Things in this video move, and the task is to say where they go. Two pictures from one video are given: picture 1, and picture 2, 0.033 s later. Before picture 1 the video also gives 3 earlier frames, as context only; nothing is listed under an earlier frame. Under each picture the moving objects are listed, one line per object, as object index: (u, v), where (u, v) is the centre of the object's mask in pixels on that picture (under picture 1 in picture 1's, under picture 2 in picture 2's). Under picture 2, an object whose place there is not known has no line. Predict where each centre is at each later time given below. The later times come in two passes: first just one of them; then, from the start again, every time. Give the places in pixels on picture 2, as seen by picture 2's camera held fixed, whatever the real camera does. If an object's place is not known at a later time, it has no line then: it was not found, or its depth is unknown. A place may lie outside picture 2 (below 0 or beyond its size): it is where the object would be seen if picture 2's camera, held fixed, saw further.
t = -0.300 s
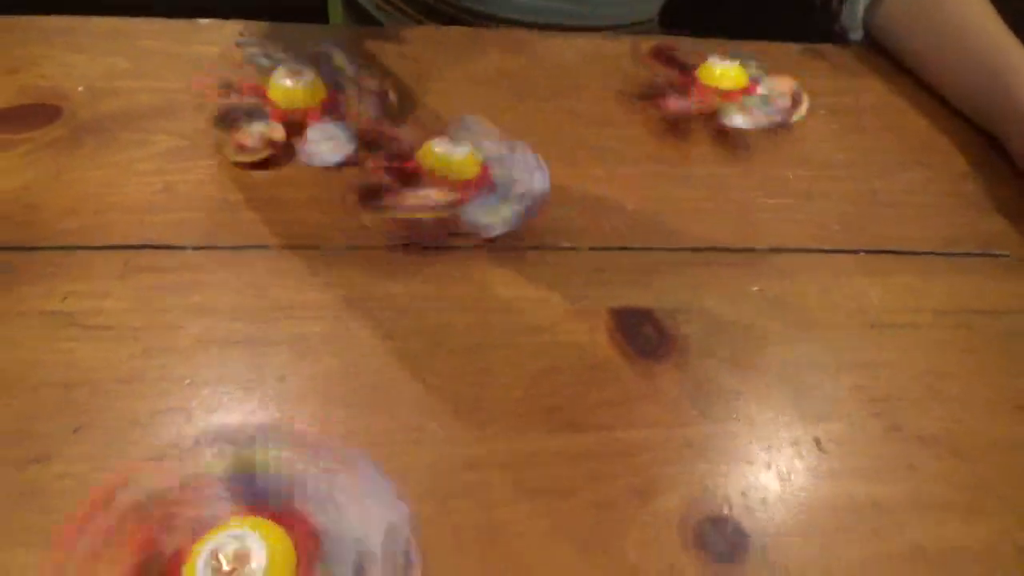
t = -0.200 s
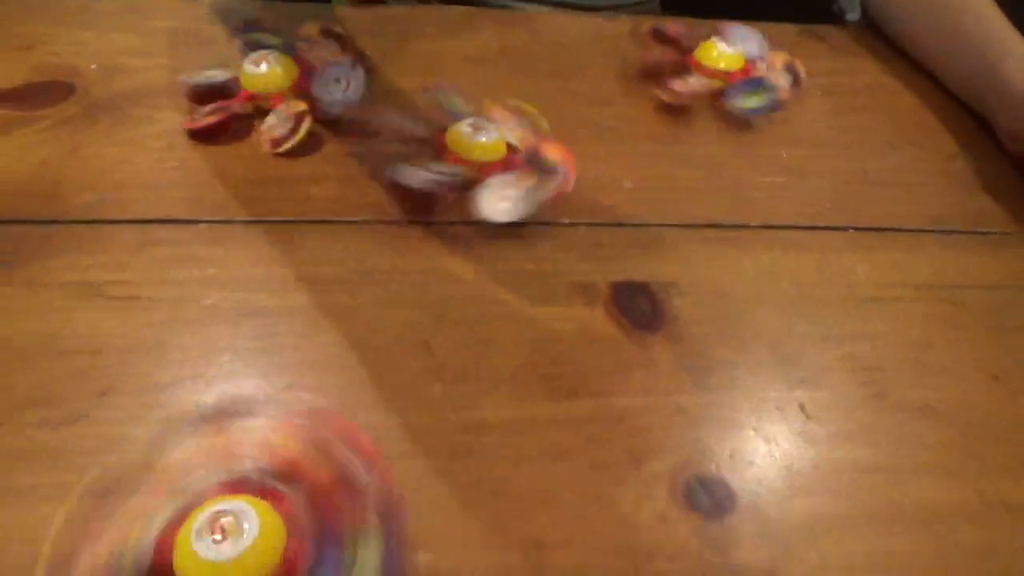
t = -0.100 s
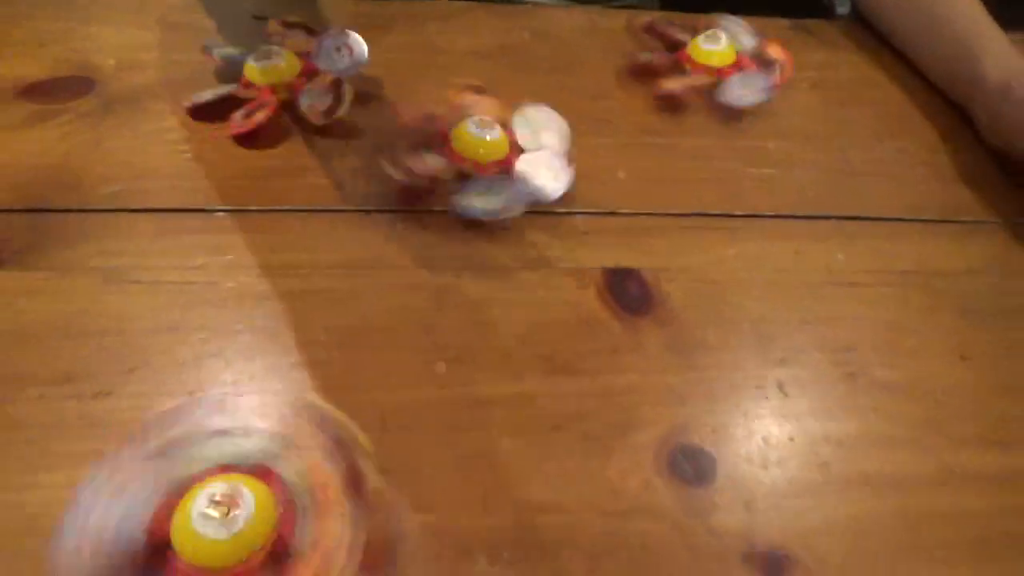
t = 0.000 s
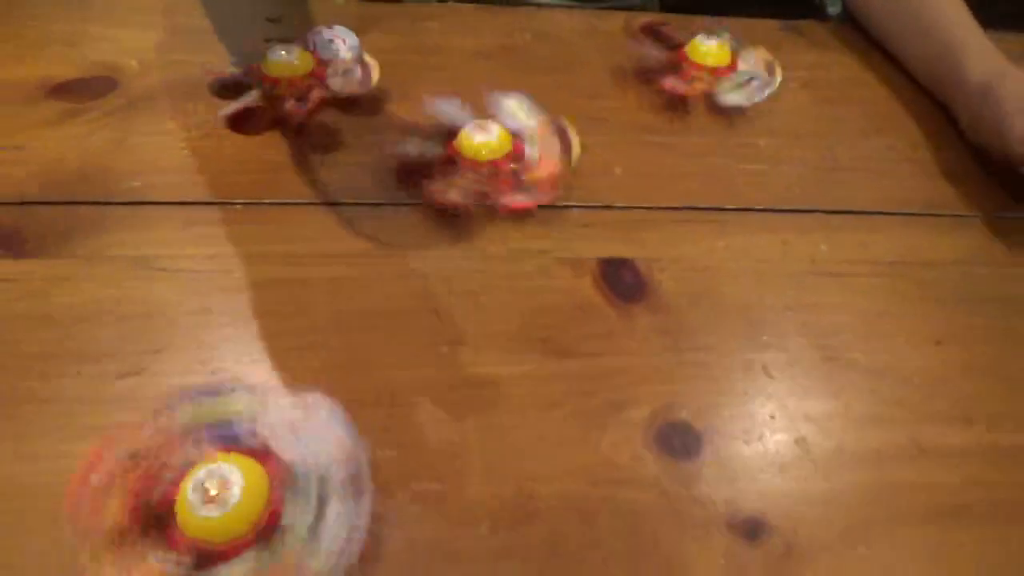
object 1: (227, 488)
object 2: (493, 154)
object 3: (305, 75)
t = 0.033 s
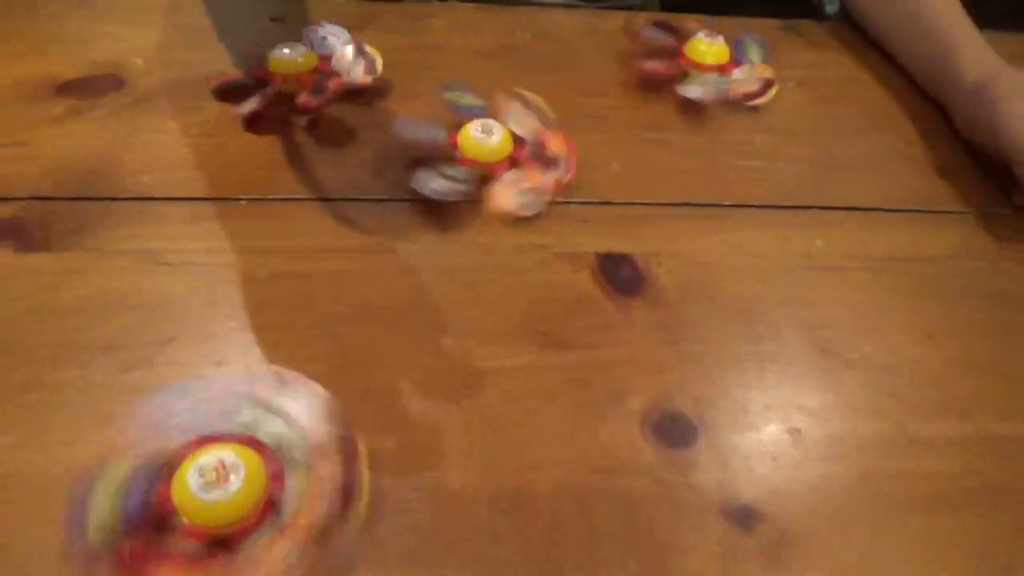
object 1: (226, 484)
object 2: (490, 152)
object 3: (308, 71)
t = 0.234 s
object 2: (487, 161)
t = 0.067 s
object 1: (213, 490)
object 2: (491, 154)
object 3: (307, 69)
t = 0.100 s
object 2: (488, 156)
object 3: (308, 67)
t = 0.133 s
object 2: (482, 155)
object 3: (302, 71)
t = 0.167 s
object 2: (486, 159)
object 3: (304, 73)
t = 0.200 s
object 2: (484, 162)
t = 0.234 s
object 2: (487, 161)
